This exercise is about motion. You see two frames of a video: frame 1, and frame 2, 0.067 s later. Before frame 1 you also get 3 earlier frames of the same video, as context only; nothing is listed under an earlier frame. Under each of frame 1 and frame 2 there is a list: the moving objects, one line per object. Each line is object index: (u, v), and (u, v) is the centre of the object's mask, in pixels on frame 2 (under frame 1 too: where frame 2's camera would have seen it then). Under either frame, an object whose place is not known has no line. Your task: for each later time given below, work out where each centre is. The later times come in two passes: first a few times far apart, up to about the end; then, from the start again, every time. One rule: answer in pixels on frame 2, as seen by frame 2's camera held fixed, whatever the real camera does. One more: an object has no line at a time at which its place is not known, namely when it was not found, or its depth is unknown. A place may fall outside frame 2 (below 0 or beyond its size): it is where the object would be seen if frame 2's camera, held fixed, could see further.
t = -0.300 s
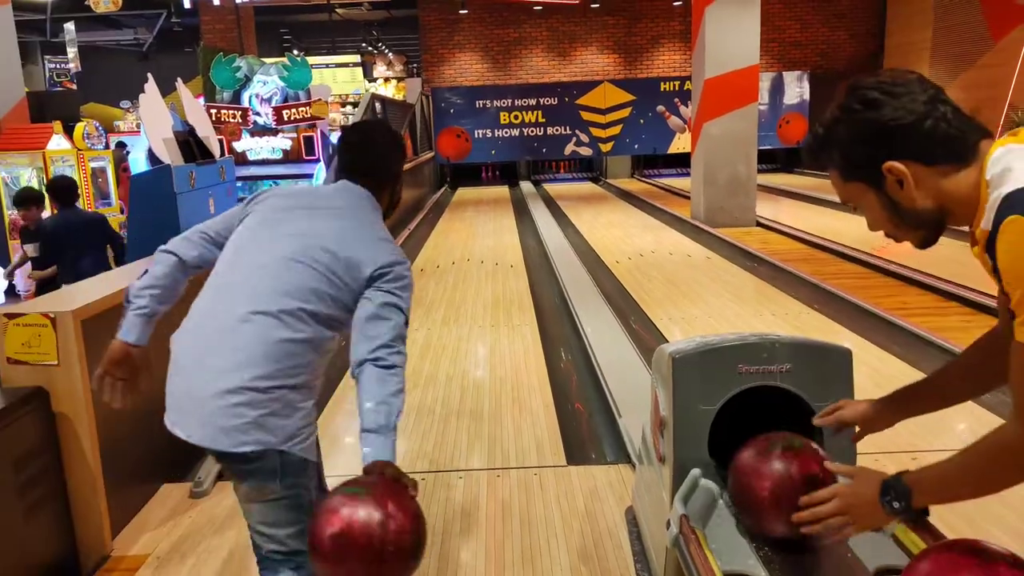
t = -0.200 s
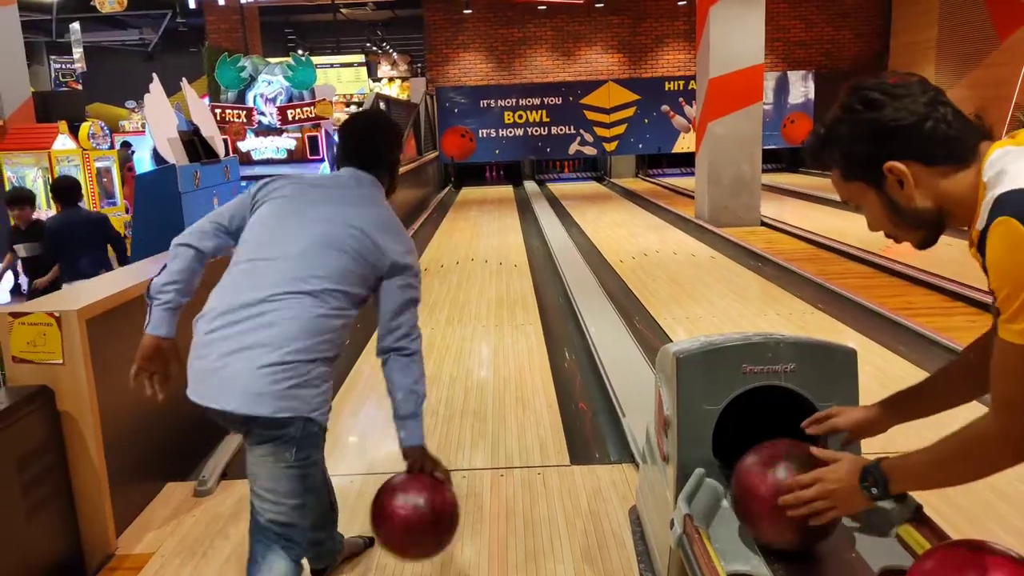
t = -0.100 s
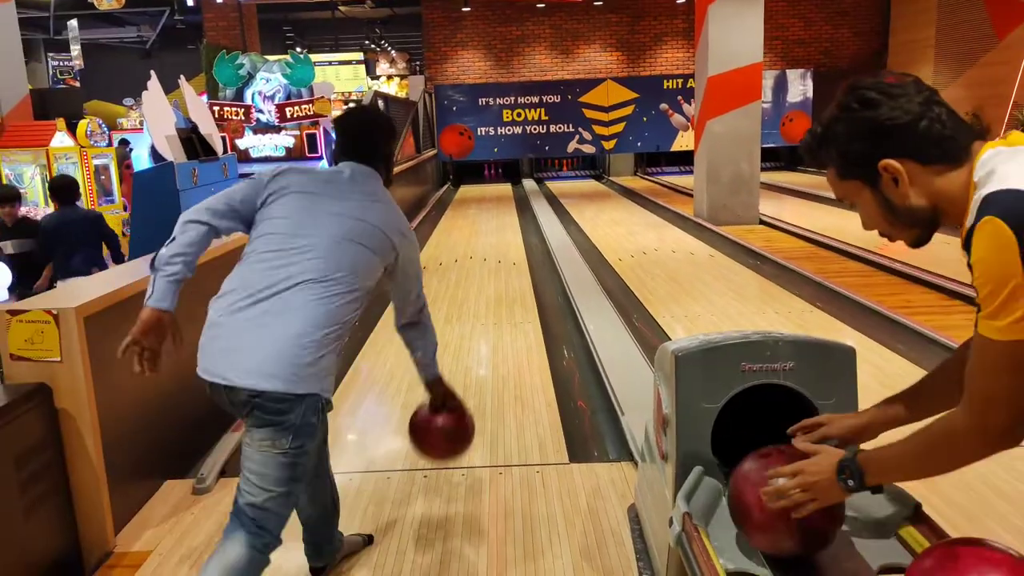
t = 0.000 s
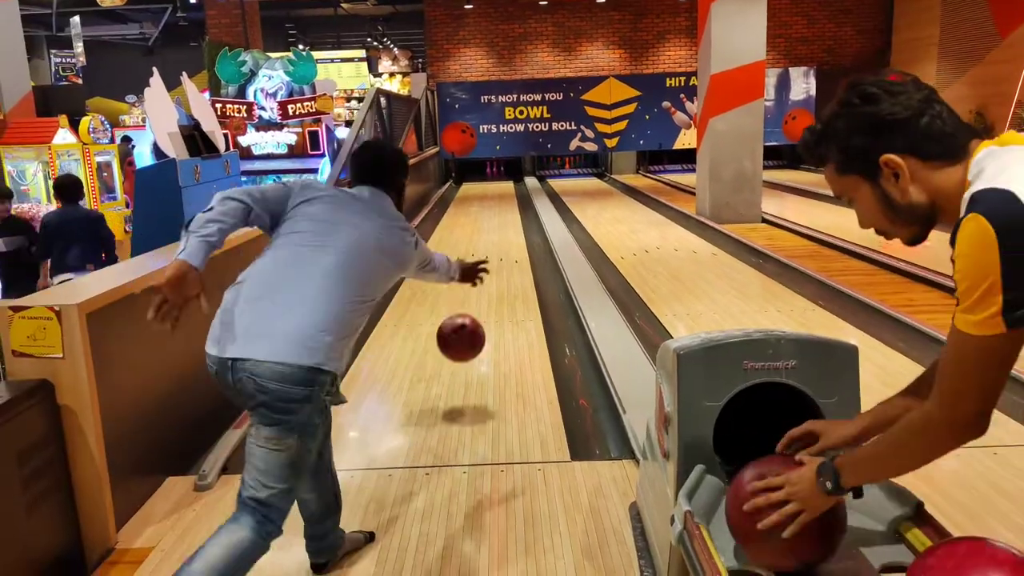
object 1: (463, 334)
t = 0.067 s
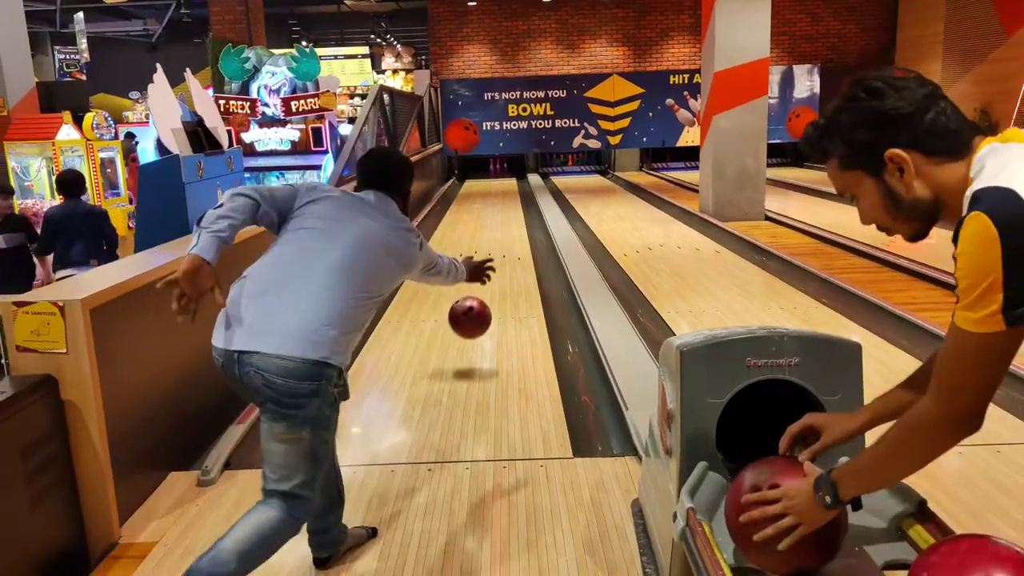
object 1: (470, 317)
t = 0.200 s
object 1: (479, 308)
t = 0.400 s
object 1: (486, 267)
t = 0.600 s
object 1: (491, 242)
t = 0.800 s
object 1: (494, 223)
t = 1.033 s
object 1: (497, 208)
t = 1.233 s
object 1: (498, 199)
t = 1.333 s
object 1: (499, 194)
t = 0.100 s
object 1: (473, 315)
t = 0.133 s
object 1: (476, 311)
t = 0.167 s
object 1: (477, 311)
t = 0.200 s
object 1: (479, 308)
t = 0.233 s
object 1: (481, 299)
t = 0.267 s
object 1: (482, 292)
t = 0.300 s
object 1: (483, 285)
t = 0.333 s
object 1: (484, 279)
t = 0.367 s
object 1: (486, 273)
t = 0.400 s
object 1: (486, 267)
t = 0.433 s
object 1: (487, 262)
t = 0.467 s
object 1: (488, 257)
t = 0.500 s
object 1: (489, 253)
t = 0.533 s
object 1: (490, 249)
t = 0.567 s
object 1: (491, 245)
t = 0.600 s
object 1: (491, 242)
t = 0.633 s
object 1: (492, 238)
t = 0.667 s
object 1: (492, 235)
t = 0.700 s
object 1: (493, 232)
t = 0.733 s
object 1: (493, 229)
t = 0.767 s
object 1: (494, 226)
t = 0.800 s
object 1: (494, 223)
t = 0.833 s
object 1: (495, 221)
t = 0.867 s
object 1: (495, 218)
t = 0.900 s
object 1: (495, 216)
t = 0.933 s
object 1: (496, 214)
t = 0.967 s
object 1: (496, 212)
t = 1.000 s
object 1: (496, 210)
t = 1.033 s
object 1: (497, 208)
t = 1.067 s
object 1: (497, 206)
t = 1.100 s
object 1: (497, 205)
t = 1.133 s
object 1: (498, 203)
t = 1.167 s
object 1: (498, 202)
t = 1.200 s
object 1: (498, 200)
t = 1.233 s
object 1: (498, 199)
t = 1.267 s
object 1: (498, 197)
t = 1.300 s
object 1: (498, 195)
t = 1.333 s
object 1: (499, 194)
